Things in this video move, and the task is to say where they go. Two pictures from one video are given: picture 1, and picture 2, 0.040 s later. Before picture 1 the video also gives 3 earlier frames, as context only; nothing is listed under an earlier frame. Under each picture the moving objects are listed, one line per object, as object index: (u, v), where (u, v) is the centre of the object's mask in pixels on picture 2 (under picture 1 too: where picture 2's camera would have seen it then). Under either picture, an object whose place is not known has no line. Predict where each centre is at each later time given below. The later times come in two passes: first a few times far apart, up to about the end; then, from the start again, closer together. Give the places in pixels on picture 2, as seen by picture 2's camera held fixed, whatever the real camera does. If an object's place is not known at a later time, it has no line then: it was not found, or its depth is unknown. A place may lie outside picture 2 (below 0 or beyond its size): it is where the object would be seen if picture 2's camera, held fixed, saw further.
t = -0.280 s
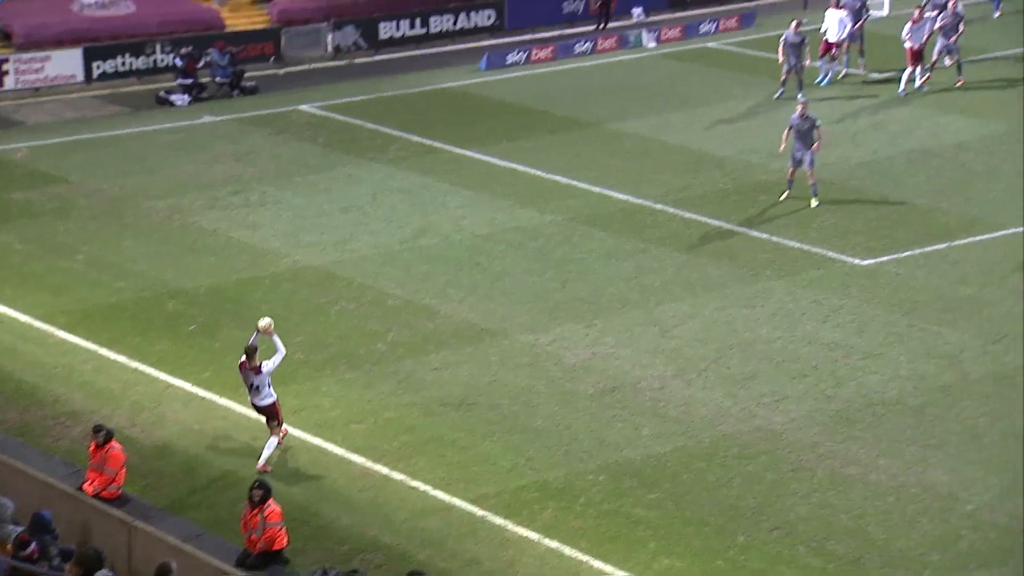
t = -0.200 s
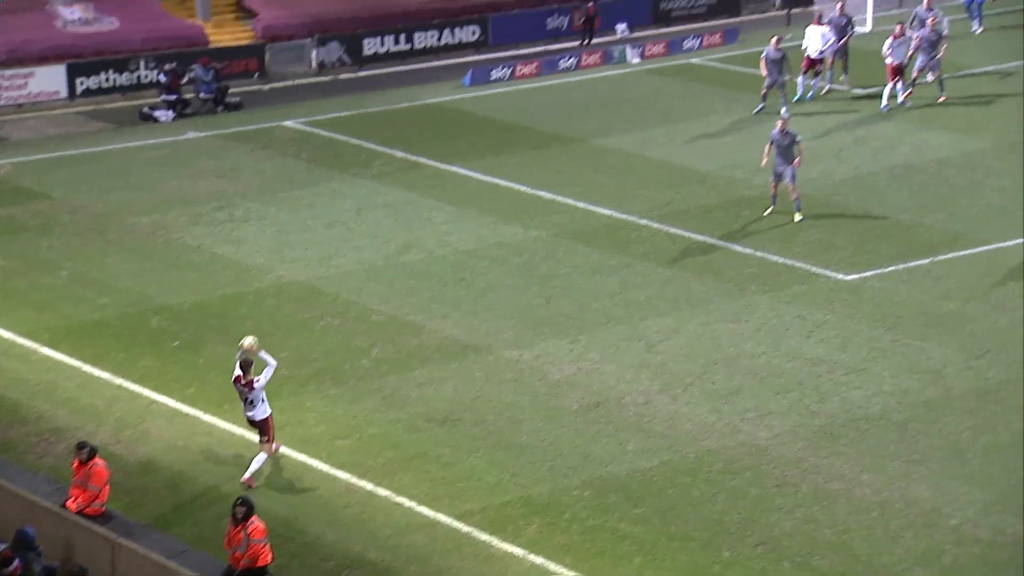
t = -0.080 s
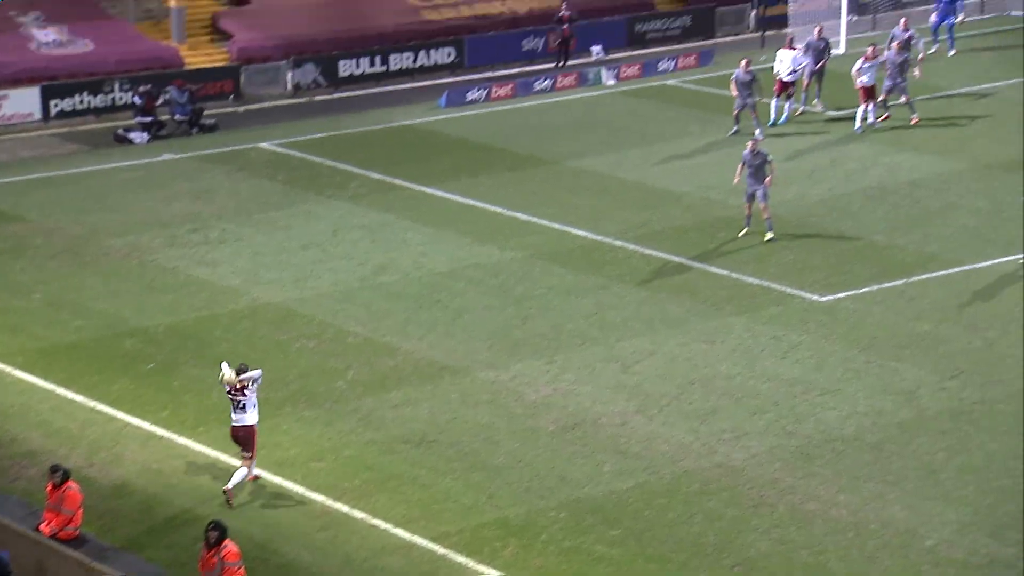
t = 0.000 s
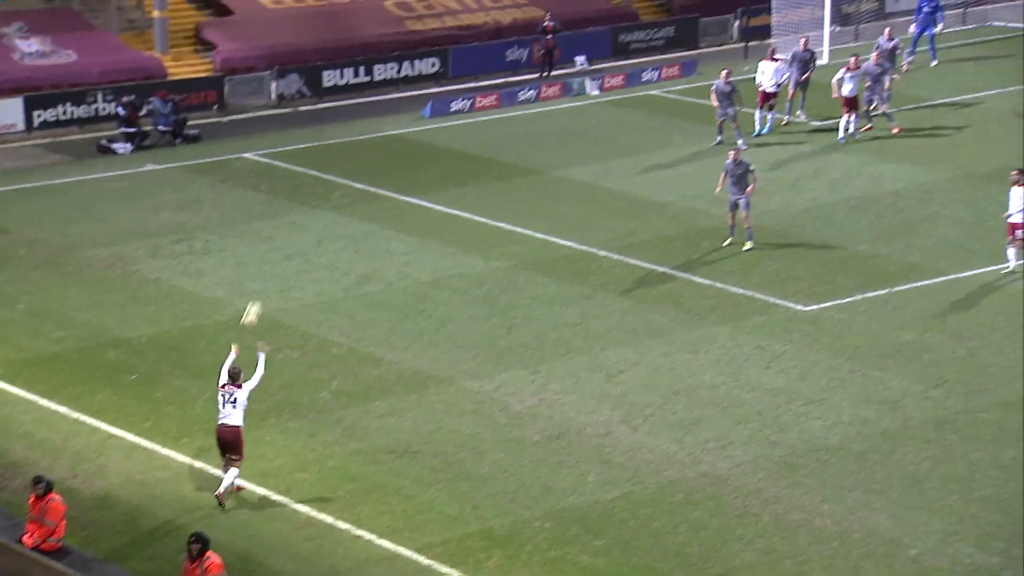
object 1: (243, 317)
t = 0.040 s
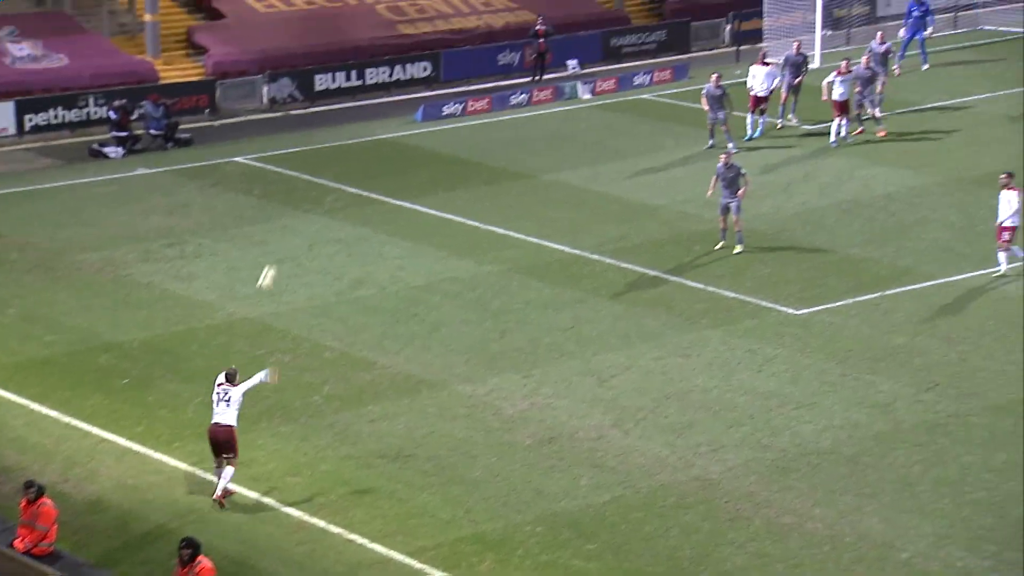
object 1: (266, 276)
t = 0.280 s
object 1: (391, 81)
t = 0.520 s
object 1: (490, -52)
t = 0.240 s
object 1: (372, 109)
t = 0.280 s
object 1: (391, 81)
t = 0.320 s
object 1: (409, 54)
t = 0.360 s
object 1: (427, 31)
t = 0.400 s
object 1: (443, 6)
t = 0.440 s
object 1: (459, -15)
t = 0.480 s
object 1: (475, -36)
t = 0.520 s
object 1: (490, -52)
